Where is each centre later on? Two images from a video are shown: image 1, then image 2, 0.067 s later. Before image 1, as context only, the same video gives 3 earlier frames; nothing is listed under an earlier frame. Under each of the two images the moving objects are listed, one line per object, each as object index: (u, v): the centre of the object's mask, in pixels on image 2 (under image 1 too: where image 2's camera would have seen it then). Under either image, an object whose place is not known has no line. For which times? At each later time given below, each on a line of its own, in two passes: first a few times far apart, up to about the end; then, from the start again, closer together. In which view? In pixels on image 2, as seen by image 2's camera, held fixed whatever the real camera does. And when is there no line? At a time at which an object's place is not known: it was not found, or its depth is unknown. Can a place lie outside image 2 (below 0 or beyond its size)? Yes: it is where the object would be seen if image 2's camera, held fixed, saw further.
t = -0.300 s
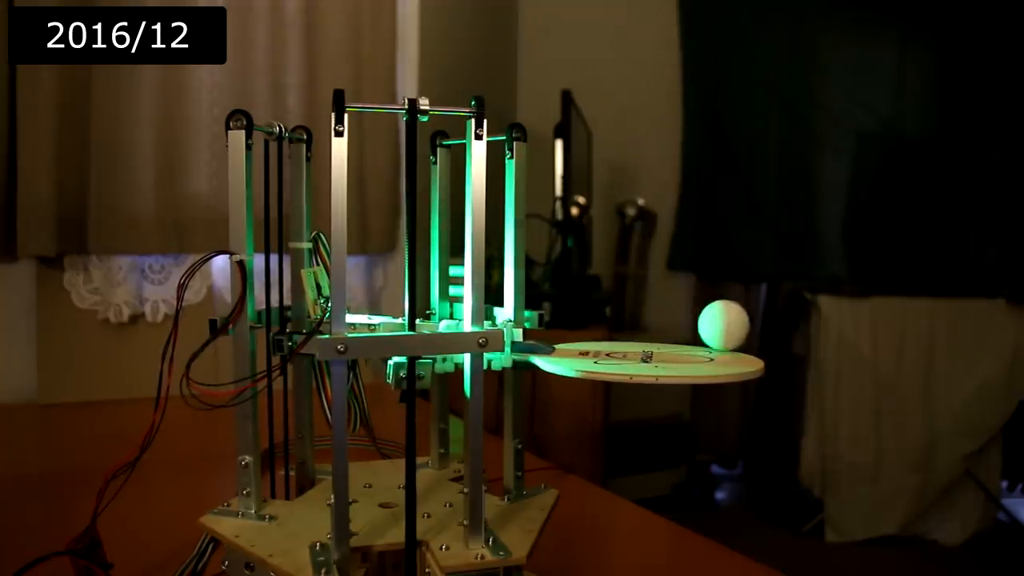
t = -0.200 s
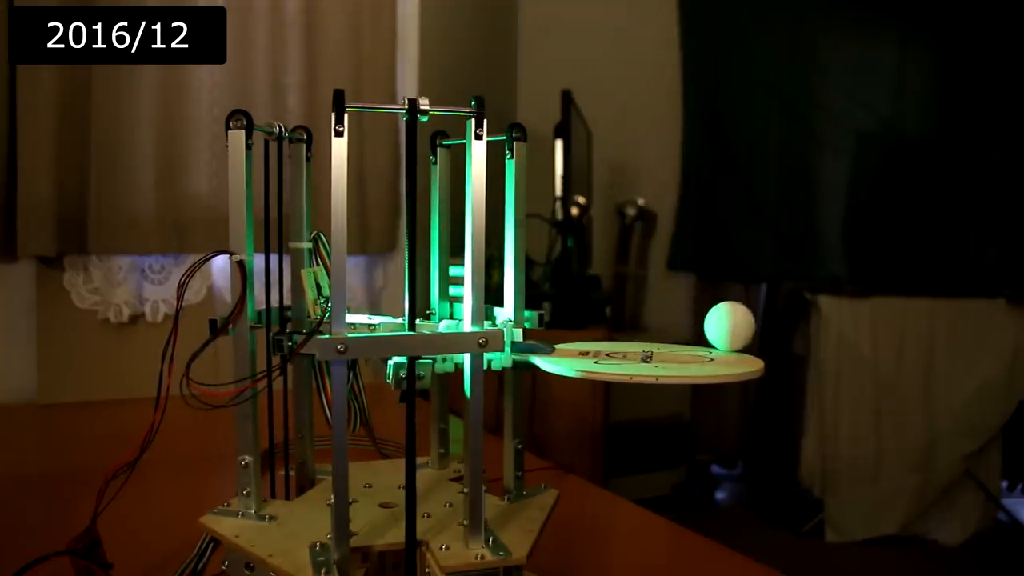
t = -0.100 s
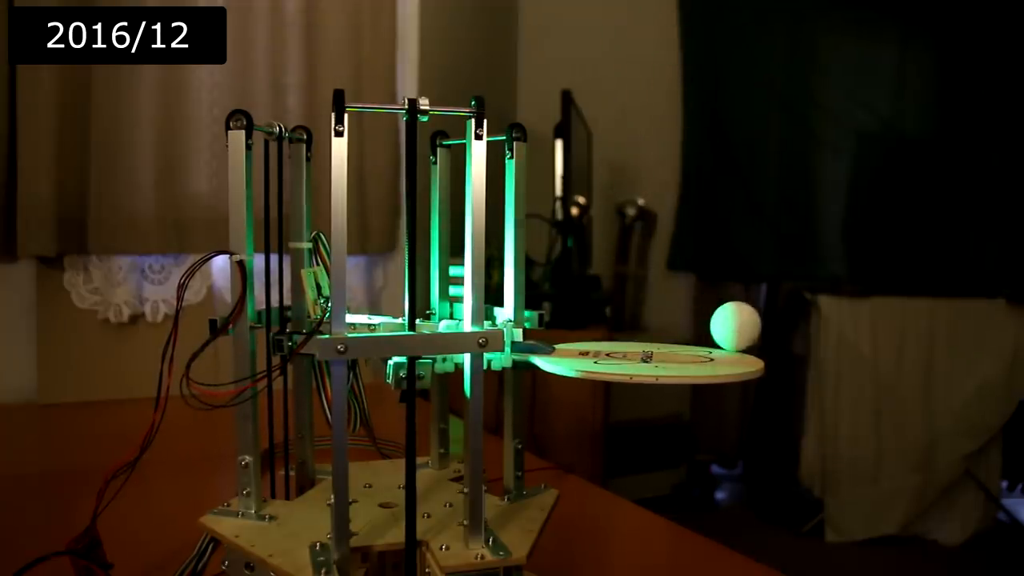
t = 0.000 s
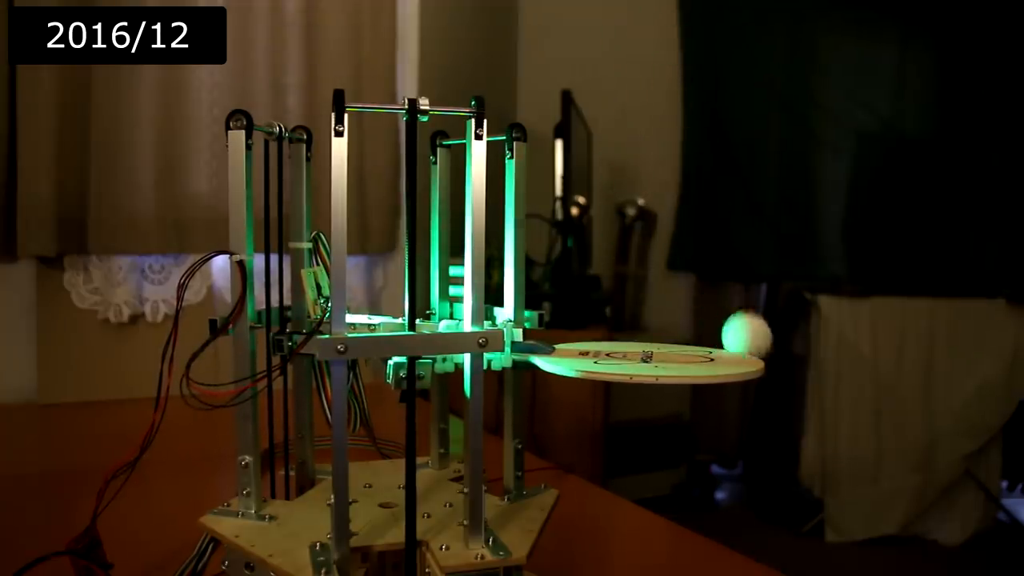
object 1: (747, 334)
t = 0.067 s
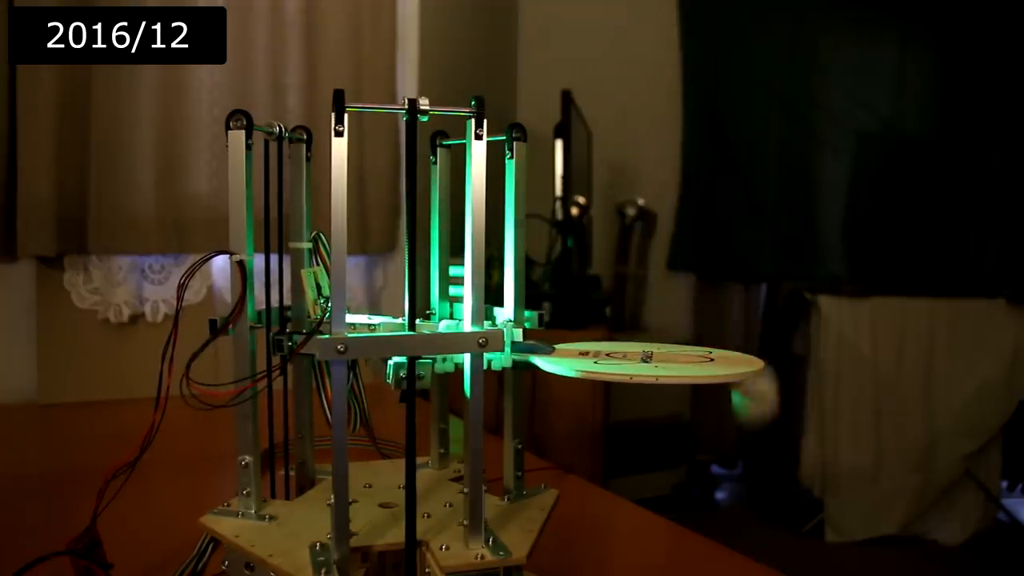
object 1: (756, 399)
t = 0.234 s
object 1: (772, 468)
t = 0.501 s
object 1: (798, 436)
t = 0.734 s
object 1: (920, 482)
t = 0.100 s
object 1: (757, 439)
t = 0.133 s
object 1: (759, 502)
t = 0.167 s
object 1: (759, 553)
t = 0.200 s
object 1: (765, 525)
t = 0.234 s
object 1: (772, 468)
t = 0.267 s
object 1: (778, 425)
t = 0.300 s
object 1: (783, 391)
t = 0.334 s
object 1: (787, 370)
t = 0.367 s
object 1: (790, 360)
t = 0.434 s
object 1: (795, 374)
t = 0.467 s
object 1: (797, 399)
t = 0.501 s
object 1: (798, 436)
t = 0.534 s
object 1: (798, 486)
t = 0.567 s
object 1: (798, 542)
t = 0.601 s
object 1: (821, 527)
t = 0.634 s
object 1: (848, 501)
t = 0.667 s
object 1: (875, 483)
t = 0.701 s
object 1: (899, 478)
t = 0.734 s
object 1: (920, 482)
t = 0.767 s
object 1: (938, 496)
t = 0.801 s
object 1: (955, 517)
